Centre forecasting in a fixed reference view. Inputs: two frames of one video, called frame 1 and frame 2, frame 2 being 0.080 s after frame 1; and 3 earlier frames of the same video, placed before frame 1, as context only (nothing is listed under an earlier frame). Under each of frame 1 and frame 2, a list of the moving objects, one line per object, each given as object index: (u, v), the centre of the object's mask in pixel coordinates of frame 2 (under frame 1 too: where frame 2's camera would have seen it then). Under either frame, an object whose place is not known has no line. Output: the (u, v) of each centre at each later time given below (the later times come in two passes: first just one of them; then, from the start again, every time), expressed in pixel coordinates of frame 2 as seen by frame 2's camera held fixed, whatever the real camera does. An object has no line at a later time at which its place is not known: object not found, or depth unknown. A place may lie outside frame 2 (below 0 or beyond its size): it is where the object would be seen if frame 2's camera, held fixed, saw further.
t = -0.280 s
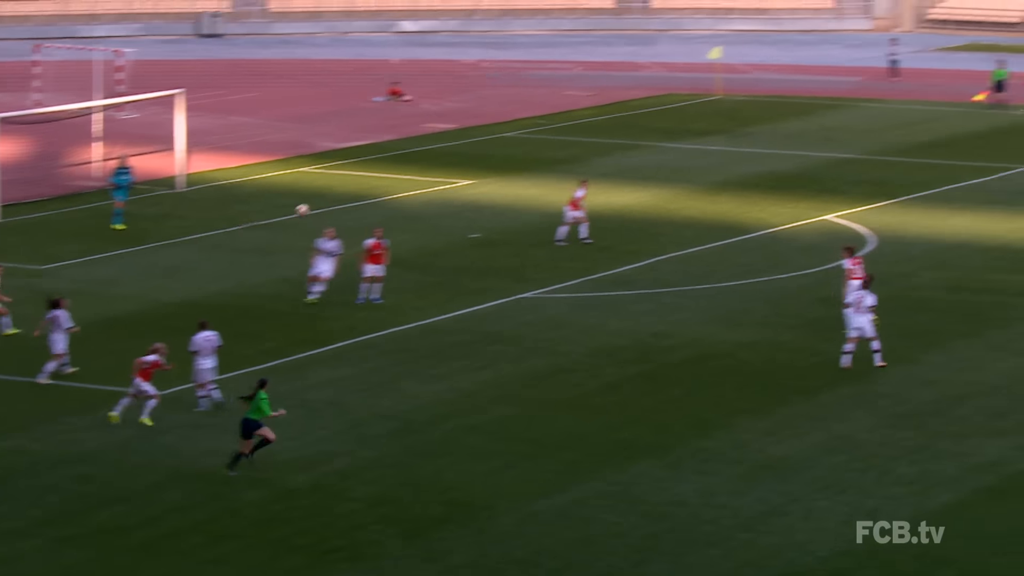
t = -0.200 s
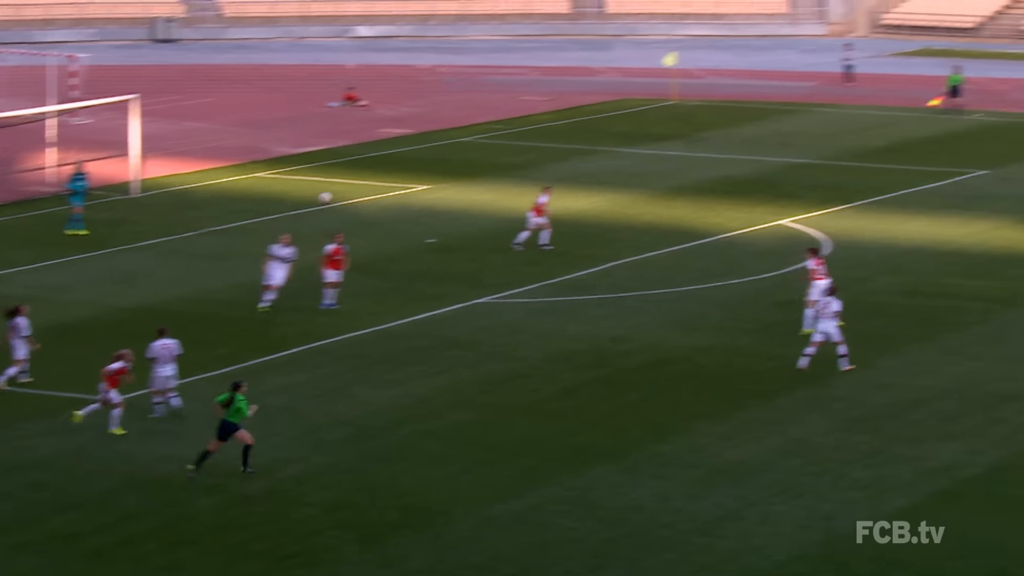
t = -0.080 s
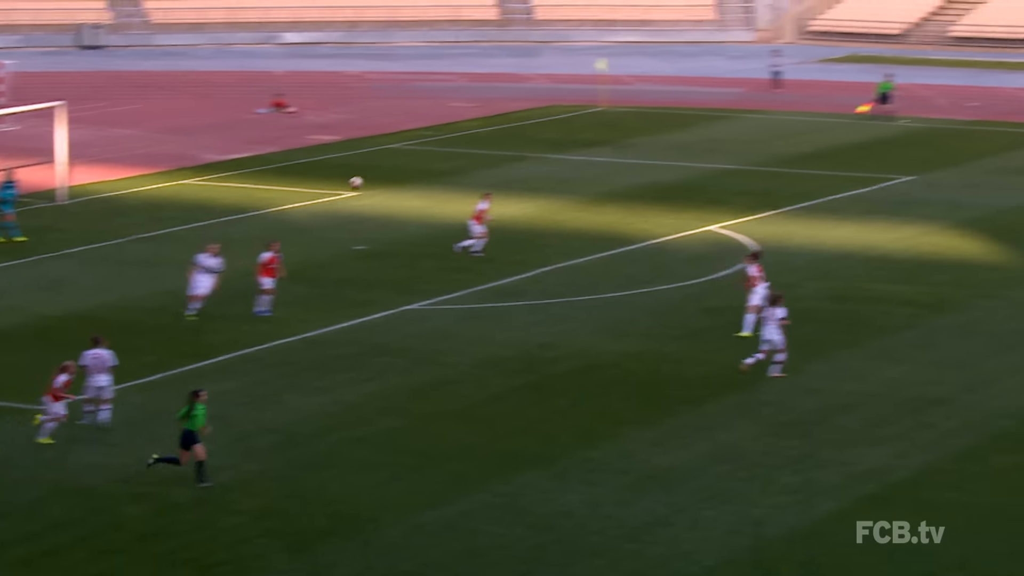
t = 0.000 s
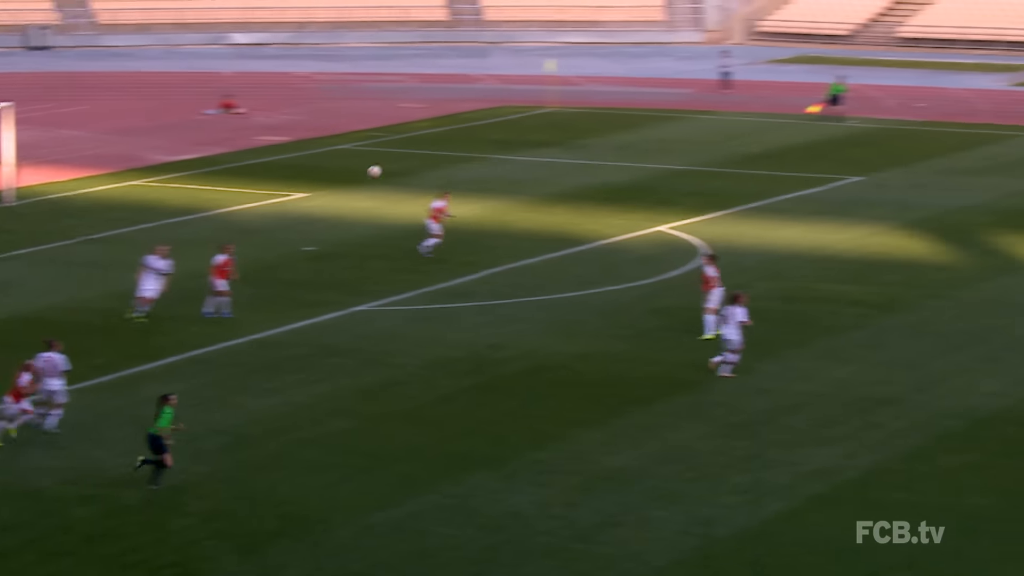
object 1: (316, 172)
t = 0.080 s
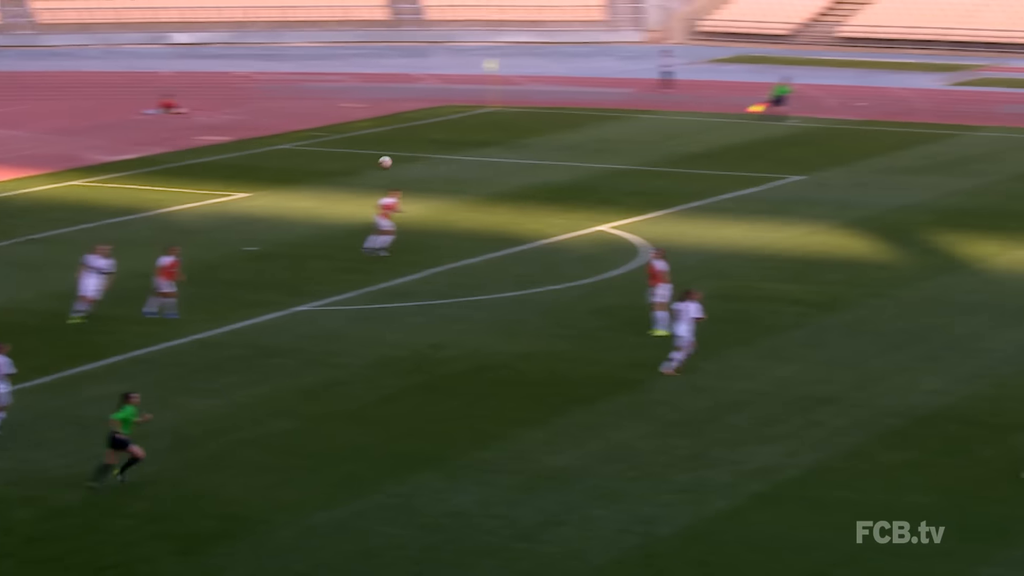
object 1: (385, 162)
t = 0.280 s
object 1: (554, 147)
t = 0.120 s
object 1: (419, 158)
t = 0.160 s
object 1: (453, 154)
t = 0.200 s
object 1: (487, 151)
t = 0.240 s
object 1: (520, 149)
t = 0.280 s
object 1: (554, 147)
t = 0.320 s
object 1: (588, 146)
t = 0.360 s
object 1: (621, 146)
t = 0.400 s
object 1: (657, 147)
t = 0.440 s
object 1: (693, 148)
